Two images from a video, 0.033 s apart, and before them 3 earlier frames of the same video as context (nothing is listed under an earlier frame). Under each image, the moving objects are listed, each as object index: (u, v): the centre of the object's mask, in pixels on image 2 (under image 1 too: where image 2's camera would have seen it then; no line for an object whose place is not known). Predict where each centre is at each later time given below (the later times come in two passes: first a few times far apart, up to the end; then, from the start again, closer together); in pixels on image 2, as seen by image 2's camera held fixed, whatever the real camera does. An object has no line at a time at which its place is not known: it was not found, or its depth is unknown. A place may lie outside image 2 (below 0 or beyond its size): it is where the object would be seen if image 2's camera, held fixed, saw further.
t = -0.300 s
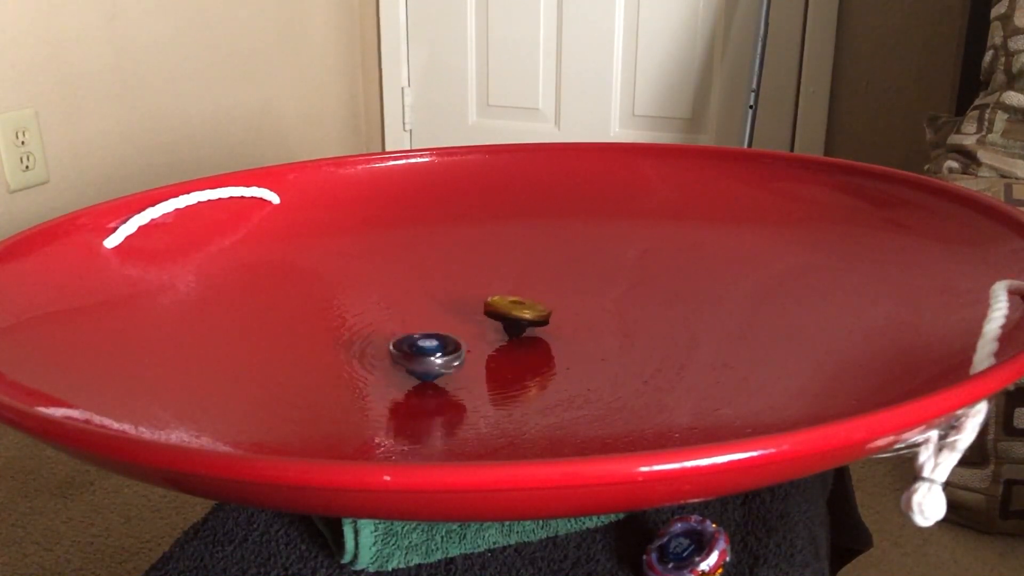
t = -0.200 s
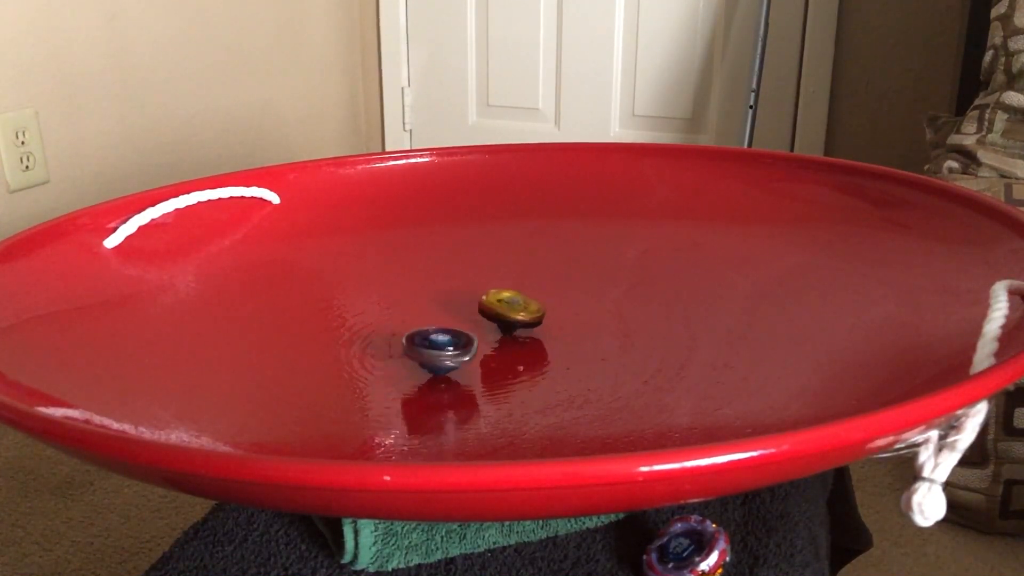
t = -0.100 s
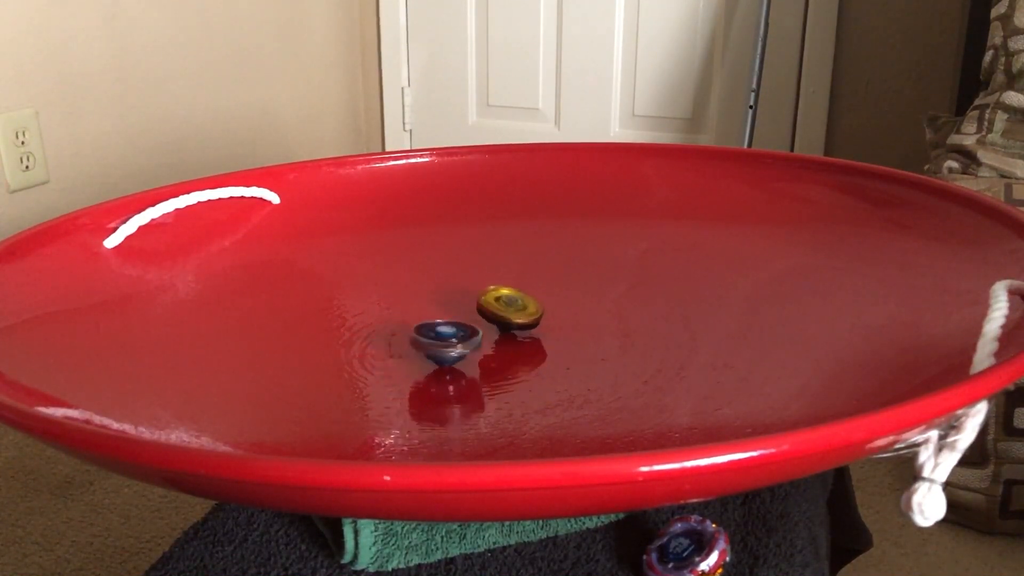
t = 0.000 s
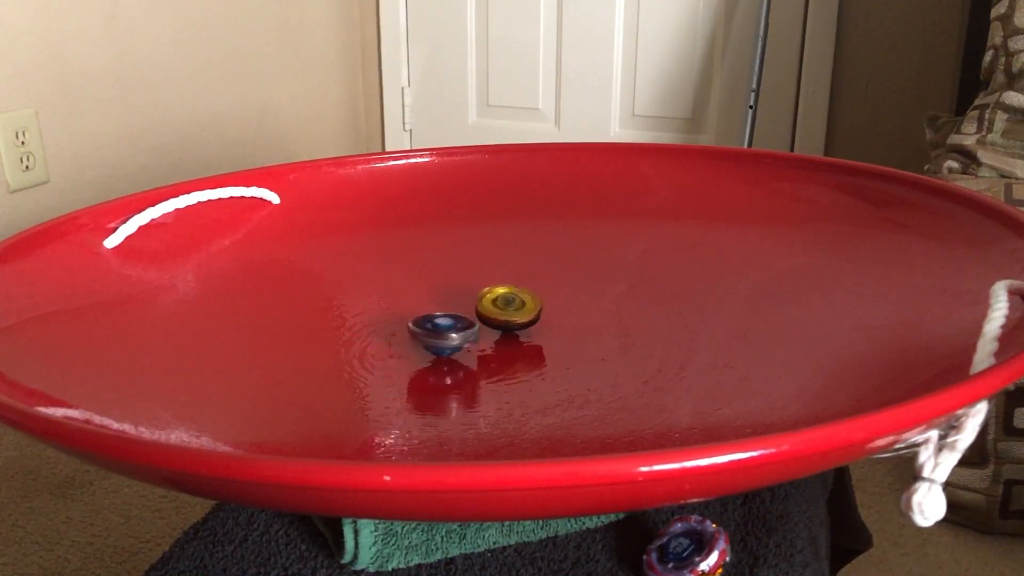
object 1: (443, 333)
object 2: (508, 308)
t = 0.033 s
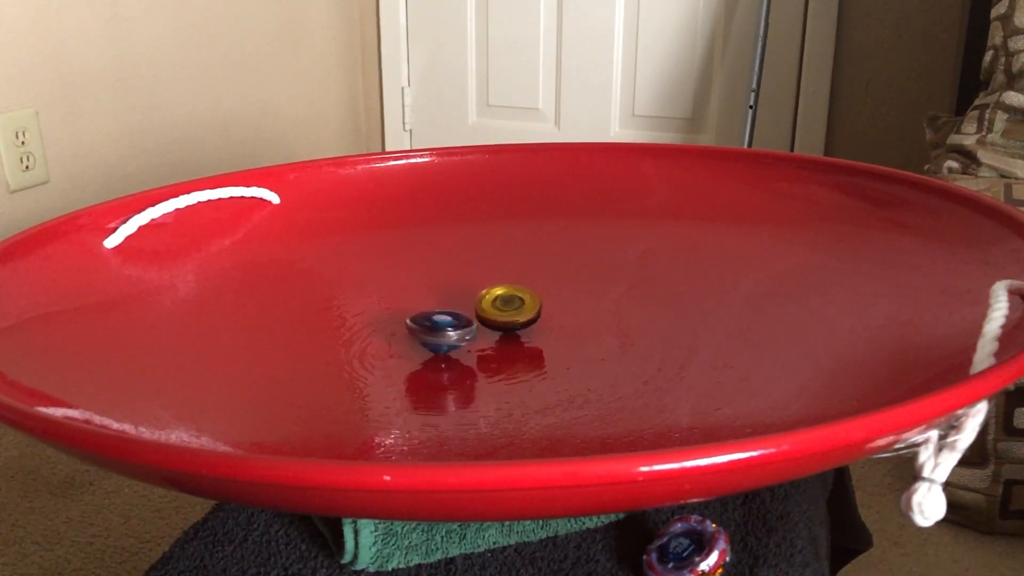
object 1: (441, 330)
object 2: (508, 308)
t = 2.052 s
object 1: (438, 334)
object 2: (483, 308)
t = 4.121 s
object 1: (436, 336)
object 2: (494, 315)
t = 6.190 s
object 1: (427, 329)
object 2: (499, 340)
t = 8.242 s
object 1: (444, 327)
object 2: (506, 342)
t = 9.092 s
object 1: (445, 327)
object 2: (517, 332)
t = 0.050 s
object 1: (440, 328)
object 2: (508, 308)
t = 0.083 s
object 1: (437, 326)
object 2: (507, 308)
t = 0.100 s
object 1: (435, 325)
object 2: (507, 308)
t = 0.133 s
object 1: (431, 322)
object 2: (507, 308)
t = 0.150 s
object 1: (429, 321)
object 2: (507, 308)
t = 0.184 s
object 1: (424, 320)
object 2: (507, 308)
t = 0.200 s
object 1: (422, 318)
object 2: (506, 309)
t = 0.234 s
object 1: (417, 317)
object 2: (506, 309)
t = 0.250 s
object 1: (414, 317)
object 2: (505, 309)
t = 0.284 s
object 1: (409, 317)
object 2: (505, 310)
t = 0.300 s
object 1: (407, 316)
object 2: (504, 310)
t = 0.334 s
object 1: (404, 317)
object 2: (502, 310)
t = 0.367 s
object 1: (401, 316)
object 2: (500, 311)
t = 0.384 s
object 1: (401, 317)
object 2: (498, 310)
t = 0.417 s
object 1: (399, 317)
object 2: (495, 310)
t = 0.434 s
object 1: (398, 318)
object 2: (494, 310)
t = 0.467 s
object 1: (397, 317)
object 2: (492, 310)
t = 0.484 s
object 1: (397, 318)
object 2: (490, 309)
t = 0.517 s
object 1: (396, 318)
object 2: (488, 309)
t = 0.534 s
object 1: (397, 319)
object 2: (487, 309)
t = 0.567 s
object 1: (397, 319)
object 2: (485, 308)
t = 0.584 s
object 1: (398, 320)
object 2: (484, 308)
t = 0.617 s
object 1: (399, 320)
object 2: (484, 308)
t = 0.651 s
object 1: (400, 321)
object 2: (483, 307)
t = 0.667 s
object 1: (402, 321)
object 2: (482, 307)
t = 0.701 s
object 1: (404, 323)
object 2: (482, 306)
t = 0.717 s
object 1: (405, 322)
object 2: (483, 306)
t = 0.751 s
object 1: (408, 324)
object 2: (482, 306)
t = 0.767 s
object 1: (411, 324)
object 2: (482, 307)
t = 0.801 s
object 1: (415, 325)
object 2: (481, 306)
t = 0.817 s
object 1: (417, 325)
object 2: (481, 306)
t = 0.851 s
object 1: (421, 326)
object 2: (481, 306)
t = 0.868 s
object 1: (424, 326)
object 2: (481, 305)
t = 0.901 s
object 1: (430, 326)
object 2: (482, 305)
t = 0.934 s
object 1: (428, 328)
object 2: (487, 304)
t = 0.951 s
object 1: (424, 329)
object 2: (492, 302)
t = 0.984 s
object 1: (420, 332)
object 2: (502, 299)
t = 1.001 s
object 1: (418, 333)
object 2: (507, 297)
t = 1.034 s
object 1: (416, 335)
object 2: (514, 295)
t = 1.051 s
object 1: (415, 335)
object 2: (516, 295)
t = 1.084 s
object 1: (415, 336)
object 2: (519, 294)
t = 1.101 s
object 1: (415, 337)
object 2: (520, 296)
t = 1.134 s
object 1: (414, 337)
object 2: (521, 297)
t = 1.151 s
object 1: (415, 338)
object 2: (521, 298)
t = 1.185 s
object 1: (416, 338)
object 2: (520, 299)
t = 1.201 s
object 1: (416, 339)
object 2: (518, 299)
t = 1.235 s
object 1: (417, 338)
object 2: (516, 301)
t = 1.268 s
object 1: (419, 339)
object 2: (515, 303)
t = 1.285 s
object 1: (420, 339)
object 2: (514, 304)
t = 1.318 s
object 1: (422, 340)
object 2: (511, 305)
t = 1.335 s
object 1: (424, 339)
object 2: (511, 307)
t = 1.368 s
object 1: (427, 339)
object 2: (508, 308)
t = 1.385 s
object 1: (429, 339)
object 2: (506, 309)
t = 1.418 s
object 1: (431, 338)
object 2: (501, 311)
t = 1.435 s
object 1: (434, 339)
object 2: (498, 312)
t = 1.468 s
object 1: (437, 338)
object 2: (493, 314)
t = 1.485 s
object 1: (439, 338)
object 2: (491, 314)
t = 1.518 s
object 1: (443, 337)
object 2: (486, 314)
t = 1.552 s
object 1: (442, 338)
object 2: (481, 313)
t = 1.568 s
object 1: (440, 338)
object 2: (480, 311)
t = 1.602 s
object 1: (437, 339)
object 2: (479, 310)
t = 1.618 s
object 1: (436, 339)
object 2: (479, 309)
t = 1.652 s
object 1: (434, 339)
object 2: (477, 307)
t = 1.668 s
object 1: (434, 340)
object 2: (477, 307)
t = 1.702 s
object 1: (433, 339)
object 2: (474, 306)
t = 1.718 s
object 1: (433, 340)
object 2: (474, 305)
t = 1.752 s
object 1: (433, 340)
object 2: (474, 305)
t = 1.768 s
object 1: (432, 339)
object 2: (474, 304)
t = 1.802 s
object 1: (432, 340)
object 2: (476, 305)
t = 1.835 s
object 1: (433, 339)
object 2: (478, 304)
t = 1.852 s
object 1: (433, 339)
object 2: (478, 304)
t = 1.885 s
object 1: (433, 338)
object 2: (479, 304)
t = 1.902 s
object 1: (434, 337)
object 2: (479, 304)
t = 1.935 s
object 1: (435, 337)
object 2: (480, 305)
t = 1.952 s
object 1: (436, 337)
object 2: (481, 304)
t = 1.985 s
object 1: (436, 336)
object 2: (480, 305)
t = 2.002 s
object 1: (437, 336)
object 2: (481, 306)
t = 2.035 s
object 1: (438, 334)
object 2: (482, 307)
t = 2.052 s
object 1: (438, 334)
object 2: (483, 308)
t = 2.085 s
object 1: (439, 334)
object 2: (482, 309)
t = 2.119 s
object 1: (436, 335)
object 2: (483, 309)
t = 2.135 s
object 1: (434, 335)
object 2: (484, 310)
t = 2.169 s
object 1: (430, 336)
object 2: (485, 309)
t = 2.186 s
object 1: (428, 336)
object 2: (486, 310)
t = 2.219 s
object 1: (426, 337)
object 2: (486, 310)
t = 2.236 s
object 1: (425, 337)
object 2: (485, 310)
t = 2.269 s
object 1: (424, 337)
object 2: (483, 311)
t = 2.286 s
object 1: (423, 338)
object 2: (482, 312)
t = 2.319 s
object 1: (422, 337)
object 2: (480, 313)
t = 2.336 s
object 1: (422, 337)
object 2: (479, 314)
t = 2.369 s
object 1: (422, 338)
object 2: (477, 315)
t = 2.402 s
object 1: (421, 337)
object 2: (477, 315)
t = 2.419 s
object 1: (421, 338)
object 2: (475, 315)
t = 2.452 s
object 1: (422, 337)
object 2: (472, 315)
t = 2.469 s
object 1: (422, 337)
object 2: (472, 315)
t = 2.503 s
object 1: (423, 338)
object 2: (470, 315)
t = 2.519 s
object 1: (424, 337)
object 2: (470, 315)
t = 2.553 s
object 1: (425, 338)
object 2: (468, 315)
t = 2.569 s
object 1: (426, 337)
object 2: (469, 314)
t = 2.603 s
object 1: (429, 336)
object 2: (469, 312)
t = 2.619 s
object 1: (430, 337)
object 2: (467, 311)
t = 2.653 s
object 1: (431, 336)
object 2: (466, 309)
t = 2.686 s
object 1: (430, 337)
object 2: (469, 309)
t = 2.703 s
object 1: (430, 337)
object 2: (469, 308)
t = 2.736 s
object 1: (430, 337)
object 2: (472, 307)
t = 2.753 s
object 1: (429, 337)
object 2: (472, 305)
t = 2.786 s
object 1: (430, 338)
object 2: (474, 306)
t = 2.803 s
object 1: (429, 337)
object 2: (476, 305)
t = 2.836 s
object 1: (430, 339)
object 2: (478, 305)
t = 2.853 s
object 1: (430, 338)
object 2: (479, 304)
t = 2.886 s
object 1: (432, 338)
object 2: (482, 303)
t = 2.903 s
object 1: (434, 339)
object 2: (482, 303)
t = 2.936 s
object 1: (435, 338)
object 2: (484, 305)
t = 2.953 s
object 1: (435, 338)
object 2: (483, 305)
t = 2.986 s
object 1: (437, 338)
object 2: (485, 306)
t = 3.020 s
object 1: (440, 338)
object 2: (488, 307)
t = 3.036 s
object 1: (441, 337)
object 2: (488, 309)
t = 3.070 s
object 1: (445, 337)
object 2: (491, 309)
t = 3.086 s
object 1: (445, 336)
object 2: (491, 310)
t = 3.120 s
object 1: (447, 336)
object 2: (494, 312)
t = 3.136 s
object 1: (448, 336)
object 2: (491, 313)
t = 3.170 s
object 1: (445, 336)
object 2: (493, 314)
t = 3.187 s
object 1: (444, 336)
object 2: (493, 314)
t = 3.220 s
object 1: (442, 337)
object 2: (494, 314)
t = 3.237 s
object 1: (441, 337)
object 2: (495, 314)
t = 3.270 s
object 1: (441, 338)
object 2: (496, 312)
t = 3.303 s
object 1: (440, 336)
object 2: (496, 312)
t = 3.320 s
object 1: (440, 337)
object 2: (496, 312)
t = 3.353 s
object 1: (438, 337)
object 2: (495, 313)
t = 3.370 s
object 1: (439, 337)
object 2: (495, 313)
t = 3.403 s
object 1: (437, 336)
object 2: (494, 314)
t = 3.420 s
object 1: (438, 336)
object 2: (493, 314)
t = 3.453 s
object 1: (437, 335)
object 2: (493, 315)
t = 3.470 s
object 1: (438, 335)
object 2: (493, 316)
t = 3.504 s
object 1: (435, 336)
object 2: (494, 317)
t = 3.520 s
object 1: (434, 336)
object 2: (494, 317)
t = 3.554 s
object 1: (431, 336)
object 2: (497, 317)
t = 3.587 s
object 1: (428, 336)
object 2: (500, 315)
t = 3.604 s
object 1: (426, 337)
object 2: (500, 315)
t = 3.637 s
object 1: (424, 337)
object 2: (500, 316)
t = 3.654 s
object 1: (423, 336)
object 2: (500, 315)
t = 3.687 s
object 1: (422, 338)
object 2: (498, 317)
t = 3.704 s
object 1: (421, 338)
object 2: (497, 316)
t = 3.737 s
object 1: (420, 338)
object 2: (496, 317)
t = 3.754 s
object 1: (422, 338)
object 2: (495, 318)
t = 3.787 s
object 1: (420, 339)
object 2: (495, 319)
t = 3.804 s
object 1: (422, 338)
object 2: (494, 319)
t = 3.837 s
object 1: (422, 339)
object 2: (494, 319)
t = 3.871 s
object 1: (424, 339)
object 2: (491, 319)
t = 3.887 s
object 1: (424, 339)
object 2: (491, 319)
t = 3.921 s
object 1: (427, 339)
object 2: (489, 319)
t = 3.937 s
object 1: (426, 339)
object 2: (488, 319)
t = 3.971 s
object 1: (429, 339)
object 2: (488, 319)
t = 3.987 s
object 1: (431, 339)
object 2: (488, 318)
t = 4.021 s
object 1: (434, 338)
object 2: (488, 317)
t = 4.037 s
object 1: (436, 338)
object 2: (489, 317)
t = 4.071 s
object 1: (437, 336)
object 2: (490, 316)
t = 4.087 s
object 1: (438, 336)
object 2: (492, 316)
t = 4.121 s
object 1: (436, 336)
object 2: (494, 315)
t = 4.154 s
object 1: (435, 337)
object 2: (495, 316)
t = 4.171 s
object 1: (435, 336)
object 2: (496, 315)
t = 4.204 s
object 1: (433, 335)
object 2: (498, 315)
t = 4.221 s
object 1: (432, 335)
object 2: (498, 315)
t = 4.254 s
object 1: (429, 335)
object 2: (497, 315)
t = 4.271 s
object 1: (429, 335)
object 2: (498, 316)
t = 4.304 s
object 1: (427, 335)
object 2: (497, 318)
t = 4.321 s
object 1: (427, 335)
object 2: (497, 318)
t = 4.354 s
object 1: (425, 334)
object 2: (496, 319)
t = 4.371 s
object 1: (425, 333)
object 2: (495, 319)
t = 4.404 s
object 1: (424, 334)
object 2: (493, 320)
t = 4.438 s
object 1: (423, 333)
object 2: (490, 319)
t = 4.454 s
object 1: (423, 333)
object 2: (489, 319)
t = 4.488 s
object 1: (422, 334)
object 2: (486, 320)
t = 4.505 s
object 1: (422, 334)
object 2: (485, 319)
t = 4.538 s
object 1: (422, 333)
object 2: (483, 319)
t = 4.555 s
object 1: (421, 333)
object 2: (483, 319)
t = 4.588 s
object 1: (422, 334)
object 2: (481, 317)
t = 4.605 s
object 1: (422, 333)
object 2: (482, 317)
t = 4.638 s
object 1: (422, 332)
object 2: (481, 316)
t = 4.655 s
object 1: (423, 333)
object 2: (482, 316)
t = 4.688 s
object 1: (423, 333)
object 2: (483, 315)
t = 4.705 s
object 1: (423, 332)
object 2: (482, 315)
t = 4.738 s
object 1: (423, 332)
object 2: (485, 315)
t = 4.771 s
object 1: (424, 334)
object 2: (485, 314)
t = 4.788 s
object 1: (425, 333)
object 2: (486, 314)
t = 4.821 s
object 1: (425, 332)
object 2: (488, 315)
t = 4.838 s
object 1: (425, 332)
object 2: (488, 315)
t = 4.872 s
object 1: (427, 332)
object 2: (489, 316)
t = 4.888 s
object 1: (427, 333)
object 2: (489, 317)
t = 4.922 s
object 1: (428, 332)
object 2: (489, 317)
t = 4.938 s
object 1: (427, 332)
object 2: (490, 318)
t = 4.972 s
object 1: (426, 333)
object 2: (490, 318)
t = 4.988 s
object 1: (427, 333)
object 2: (489, 317)
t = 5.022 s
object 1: (427, 332)
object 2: (489, 316)
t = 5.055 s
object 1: (427, 333)
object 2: (488, 315)
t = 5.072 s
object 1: (427, 333)
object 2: (489, 315)
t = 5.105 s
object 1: (428, 333)
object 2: (490, 316)
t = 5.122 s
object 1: (429, 333)
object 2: (490, 315)
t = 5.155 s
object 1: (429, 332)
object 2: (491, 314)
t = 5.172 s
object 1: (430, 332)
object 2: (491, 315)
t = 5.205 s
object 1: (431, 332)
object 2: (491, 315)
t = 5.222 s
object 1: (431, 332)
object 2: (490, 315)
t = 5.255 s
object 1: (431, 332)
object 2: (492, 316)
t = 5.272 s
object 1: (431, 332)
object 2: (493, 317)
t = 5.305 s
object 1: (430, 332)
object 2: (494, 318)
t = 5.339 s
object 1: (431, 333)
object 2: (492, 318)
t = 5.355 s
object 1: (431, 332)
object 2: (491, 318)
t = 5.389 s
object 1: (432, 331)
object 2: (491, 317)
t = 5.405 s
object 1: (432, 332)
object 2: (491, 316)
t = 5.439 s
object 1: (433, 331)
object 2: (491, 315)
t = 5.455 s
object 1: (433, 331)
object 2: (490, 315)
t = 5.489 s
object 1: (431, 330)
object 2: (493, 314)
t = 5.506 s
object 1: (430, 330)
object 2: (494, 315)
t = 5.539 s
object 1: (427, 331)
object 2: (495, 314)
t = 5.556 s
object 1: (429, 331)
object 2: (496, 315)
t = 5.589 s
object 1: (428, 331)
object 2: (496, 316)
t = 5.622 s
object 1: (430, 332)
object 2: (496, 317)
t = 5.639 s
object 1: (431, 331)
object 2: (496, 318)
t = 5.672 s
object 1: (432, 330)
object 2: (494, 318)
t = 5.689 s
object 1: (432, 329)
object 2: (493, 319)
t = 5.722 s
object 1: (431, 330)
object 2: (494, 320)
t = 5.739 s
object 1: (429, 331)
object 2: (494, 320)
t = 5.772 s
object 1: (425, 331)
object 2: (494, 322)
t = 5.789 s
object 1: (423, 332)
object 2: (495, 322)
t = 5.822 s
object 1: (421, 333)
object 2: (495, 324)
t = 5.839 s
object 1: (419, 334)
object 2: (495, 324)
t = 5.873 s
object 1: (416, 334)
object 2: (494, 326)
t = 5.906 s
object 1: (416, 332)
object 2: (493, 328)
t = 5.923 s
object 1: (416, 332)
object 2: (494, 329)
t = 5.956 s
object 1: (416, 332)
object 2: (494, 330)
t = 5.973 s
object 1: (417, 333)
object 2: (493, 331)
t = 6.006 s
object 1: (418, 333)
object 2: (493, 332)
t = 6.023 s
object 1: (419, 333)
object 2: (493, 333)
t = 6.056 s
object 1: (422, 330)
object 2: (494, 334)
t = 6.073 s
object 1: (423, 329)
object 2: (495, 334)
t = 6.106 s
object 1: (424, 329)
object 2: (495, 336)
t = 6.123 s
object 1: (424, 329)
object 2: (495, 337)
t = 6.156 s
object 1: (424, 330)
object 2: (497, 339)
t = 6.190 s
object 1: (427, 329)
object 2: (499, 340)
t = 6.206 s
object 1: (428, 329)
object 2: (500, 340)
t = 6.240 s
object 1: (430, 329)
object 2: (502, 341)
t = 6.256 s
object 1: (432, 328)
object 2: (504, 341)
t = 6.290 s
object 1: (433, 329)
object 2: (506, 342)
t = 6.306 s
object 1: (432, 329)
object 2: (507, 343)
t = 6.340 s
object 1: (433, 332)
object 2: (509, 343)
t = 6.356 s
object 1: (433, 332)
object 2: (510, 343)
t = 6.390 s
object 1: (433, 334)
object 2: (513, 344)
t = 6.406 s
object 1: (432, 334)
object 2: (514, 344)
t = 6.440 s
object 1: (434, 333)
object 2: (517, 344)
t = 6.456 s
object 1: (434, 333)
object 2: (518, 344)
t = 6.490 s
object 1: (436, 333)
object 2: (520, 343)
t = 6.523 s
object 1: (437, 333)
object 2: (522, 343)
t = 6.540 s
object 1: (437, 334)
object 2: (523, 343)
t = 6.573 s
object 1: (438, 332)
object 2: (524, 343)
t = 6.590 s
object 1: (439, 331)
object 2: (524, 343)
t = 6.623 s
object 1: (440, 329)
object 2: (524, 343)
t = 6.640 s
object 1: (439, 329)
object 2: (524, 343)
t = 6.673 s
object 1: (439, 328)
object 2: (524, 343)
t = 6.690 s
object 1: (439, 327)
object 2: (523, 343)
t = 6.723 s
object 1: (436, 328)
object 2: (522, 343)
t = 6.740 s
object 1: (436, 328)
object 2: (521, 343)
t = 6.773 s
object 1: (435, 328)
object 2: (519, 343)
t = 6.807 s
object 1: (436, 329)
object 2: (517, 344)
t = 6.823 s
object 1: (436, 329)
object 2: (516, 343)
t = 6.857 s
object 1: (437, 331)
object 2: (513, 344)
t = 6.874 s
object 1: (436, 332)
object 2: (512, 344)
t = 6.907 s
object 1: (435, 331)
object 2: (509, 343)
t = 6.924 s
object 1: (435, 331)
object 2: (508, 343)
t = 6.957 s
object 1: (434, 331)
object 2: (505, 341)
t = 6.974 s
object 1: (434, 331)
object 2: (503, 341)
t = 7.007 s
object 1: (433, 332)
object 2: (502, 339)
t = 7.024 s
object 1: (432, 332)
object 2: (502, 340)
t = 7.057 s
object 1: (433, 331)
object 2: (502, 338)
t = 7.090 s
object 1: (435, 330)
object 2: (504, 337)
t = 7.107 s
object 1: (435, 329)
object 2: (505, 337)
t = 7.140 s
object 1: (436, 329)
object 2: (505, 336)
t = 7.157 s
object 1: (435, 329)
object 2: (507, 335)
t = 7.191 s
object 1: (436, 329)
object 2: (510, 334)
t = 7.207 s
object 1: (437, 330)
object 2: (512, 333)
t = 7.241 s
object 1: (438, 330)
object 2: (515, 332)
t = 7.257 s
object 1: (439, 330)
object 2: (516, 332)
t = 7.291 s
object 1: (440, 329)
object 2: (520, 332)
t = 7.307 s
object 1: (440, 329)
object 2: (521, 332)
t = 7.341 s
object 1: (443, 329)
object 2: (524, 331)
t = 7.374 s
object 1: (444, 329)
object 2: (526, 332)
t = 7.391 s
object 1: (444, 329)
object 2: (526, 332)
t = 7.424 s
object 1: (445, 330)
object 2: (528, 333)
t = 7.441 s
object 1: (444, 330)
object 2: (528, 333)
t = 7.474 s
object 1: (444, 329)
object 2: (529, 333)
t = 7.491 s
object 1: (444, 330)
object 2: (529, 333)
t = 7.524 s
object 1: (444, 330)
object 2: (529, 333)
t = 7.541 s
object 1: (444, 330)
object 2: (530, 333)
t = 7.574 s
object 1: (445, 330)
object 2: (529, 333)
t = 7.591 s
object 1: (444, 330)
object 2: (529, 333)
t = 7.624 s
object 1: (444, 330)
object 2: (528, 333)
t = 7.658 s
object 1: (445, 329)
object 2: (527, 332)
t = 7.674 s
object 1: (445, 329)
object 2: (527, 332)
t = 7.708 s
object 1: (446, 328)
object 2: (525, 331)
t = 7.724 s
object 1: (446, 328)
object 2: (524, 331)
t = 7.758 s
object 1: (446, 328)
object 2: (522, 331)
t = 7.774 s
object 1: (446, 328)
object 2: (521, 331)
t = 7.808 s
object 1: (445, 327)
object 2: (519, 331)
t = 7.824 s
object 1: (445, 327)
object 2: (517, 332)
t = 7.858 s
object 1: (444, 327)
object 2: (514, 332)
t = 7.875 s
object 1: (445, 327)
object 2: (512, 333)
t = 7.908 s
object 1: (445, 327)
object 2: (510, 334)
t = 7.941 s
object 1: (445, 327)
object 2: (507, 336)
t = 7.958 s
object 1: (445, 327)
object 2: (506, 336)
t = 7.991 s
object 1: (445, 327)
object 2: (504, 338)
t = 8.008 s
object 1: (445, 327)
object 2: (504, 338)
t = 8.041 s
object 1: (445, 327)
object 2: (502, 338)
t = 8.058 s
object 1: (445, 327)
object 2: (502, 338)
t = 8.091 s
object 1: (446, 327)
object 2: (501, 340)
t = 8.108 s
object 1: (445, 327)
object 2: (501, 340)
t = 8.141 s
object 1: (445, 327)
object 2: (501, 341)
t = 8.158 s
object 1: (445, 327)
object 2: (502, 341)
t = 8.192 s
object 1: (445, 327)
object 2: (503, 342)
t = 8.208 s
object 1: (444, 327)
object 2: (504, 342)
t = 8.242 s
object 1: (444, 327)
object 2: (506, 342)
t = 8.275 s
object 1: (445, 327)
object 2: (508, 343)
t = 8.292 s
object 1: (445, 327)
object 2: (508, 343)
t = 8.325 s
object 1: (445, 327)
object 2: (509, 343)
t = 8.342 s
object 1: (445, 327)
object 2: (510, 343)
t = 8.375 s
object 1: (445, 327)
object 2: (510, 343)
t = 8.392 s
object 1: (445, 327)
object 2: (510, 343)
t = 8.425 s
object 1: (445, 327)
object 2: (510, 343)
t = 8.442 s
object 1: (445, 327)
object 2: (510, 343)
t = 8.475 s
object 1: (445, 327)
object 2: (509, 343)
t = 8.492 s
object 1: (445, 327)
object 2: (509, 343)
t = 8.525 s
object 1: (445, 327)
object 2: (507, 343)
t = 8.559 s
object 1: (445, 327)
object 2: (506, 342)
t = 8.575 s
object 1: (445, 327)
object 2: (505, 342)
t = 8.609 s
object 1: (445, 327)
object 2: (503, 341)
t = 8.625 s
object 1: (445, 327)
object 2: (502, 341)
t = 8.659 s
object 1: (445, 327)
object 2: (501, 340)
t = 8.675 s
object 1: (445, 327)
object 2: (501, 340)
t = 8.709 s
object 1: (445, 327)
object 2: (500, 339)
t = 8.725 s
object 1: (446, 327)
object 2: (500, 339)
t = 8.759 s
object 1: (446, 327)
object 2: (500, 338)
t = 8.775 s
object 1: (446, 327)
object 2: (501, 338)
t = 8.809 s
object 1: (446, 327)
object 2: (502, 337)
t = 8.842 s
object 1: (445, 327)
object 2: (502, 337)
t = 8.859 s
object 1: (445, 327)
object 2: (503, 337)
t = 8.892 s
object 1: (445, 327)
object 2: (504, 336)
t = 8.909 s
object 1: (445, 327)
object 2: (505, 335)
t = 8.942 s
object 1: (445, 327)
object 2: (506, 335)
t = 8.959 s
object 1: (445, 327)
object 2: (507, 335)
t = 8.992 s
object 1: (445, 327)
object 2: (512, 333)
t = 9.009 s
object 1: (445, 327)
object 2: (513, 333)
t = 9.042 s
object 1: (445, 327)
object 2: (515, 332)
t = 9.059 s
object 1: (445, 327)
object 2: (515, 332)
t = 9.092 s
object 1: (445, 327)
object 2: (517, 332)
